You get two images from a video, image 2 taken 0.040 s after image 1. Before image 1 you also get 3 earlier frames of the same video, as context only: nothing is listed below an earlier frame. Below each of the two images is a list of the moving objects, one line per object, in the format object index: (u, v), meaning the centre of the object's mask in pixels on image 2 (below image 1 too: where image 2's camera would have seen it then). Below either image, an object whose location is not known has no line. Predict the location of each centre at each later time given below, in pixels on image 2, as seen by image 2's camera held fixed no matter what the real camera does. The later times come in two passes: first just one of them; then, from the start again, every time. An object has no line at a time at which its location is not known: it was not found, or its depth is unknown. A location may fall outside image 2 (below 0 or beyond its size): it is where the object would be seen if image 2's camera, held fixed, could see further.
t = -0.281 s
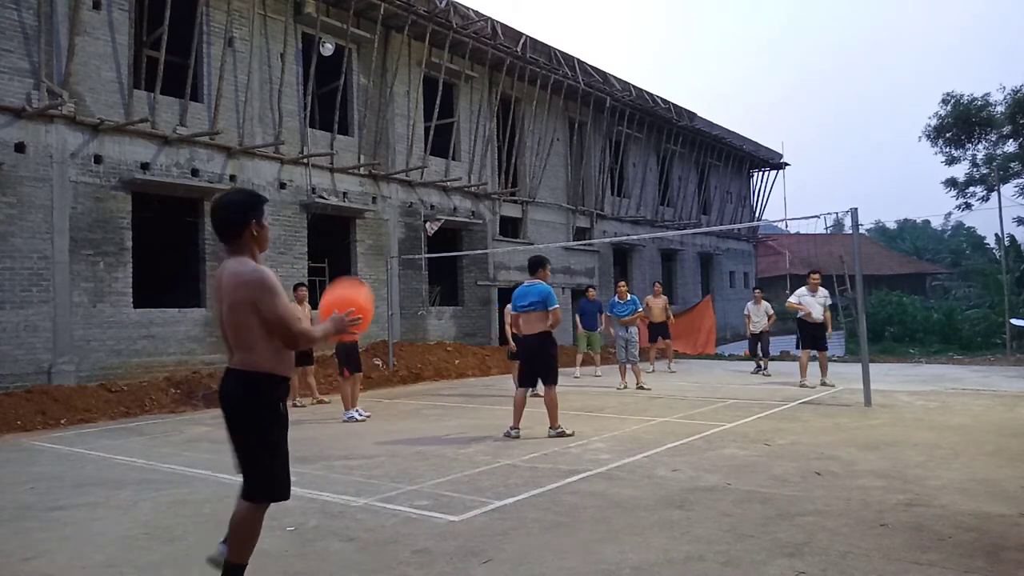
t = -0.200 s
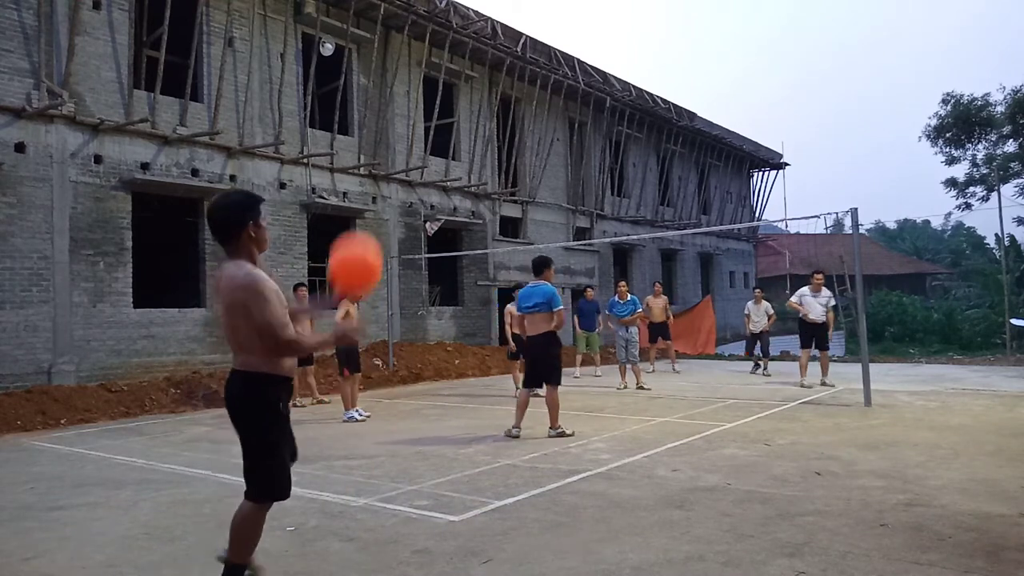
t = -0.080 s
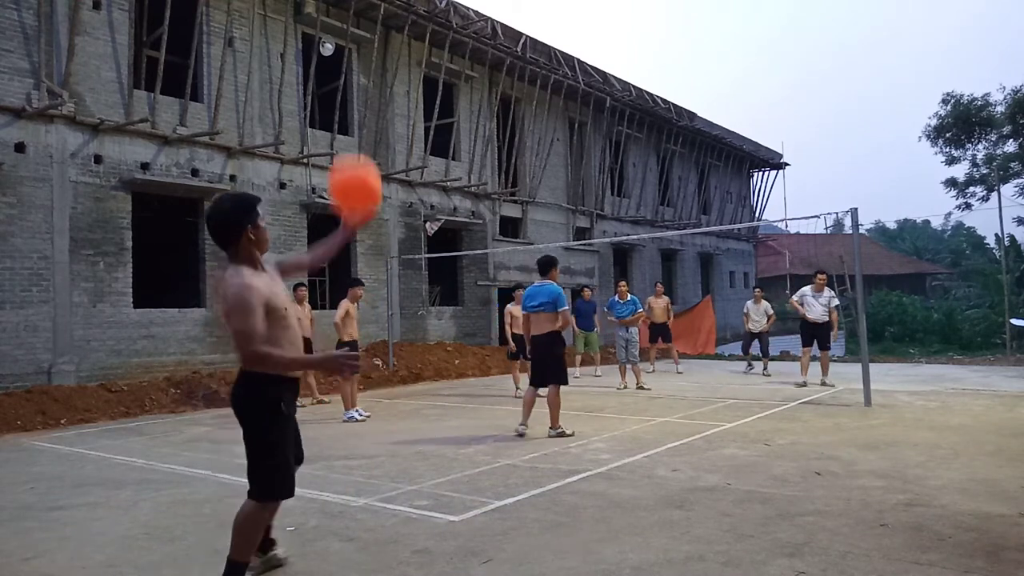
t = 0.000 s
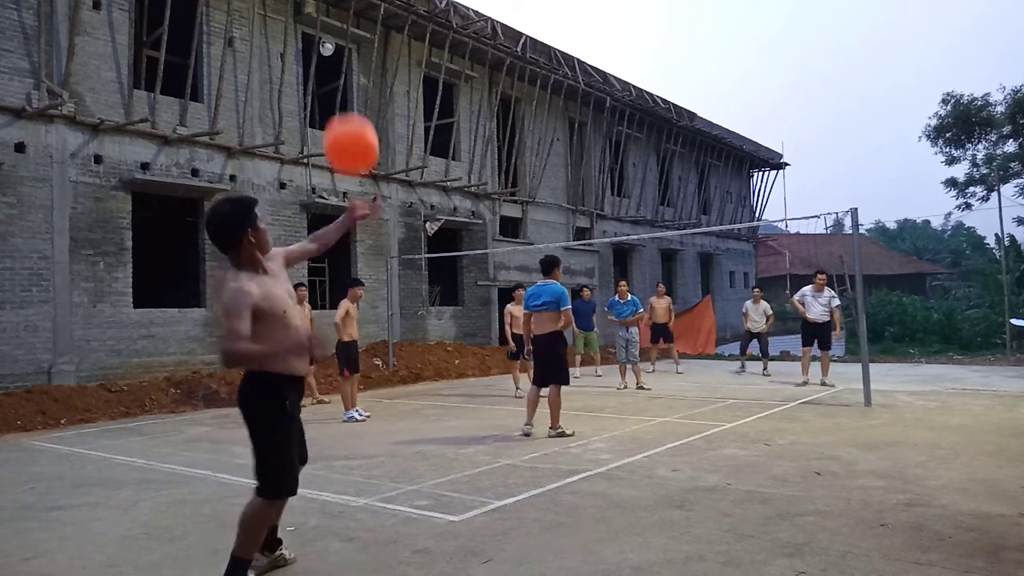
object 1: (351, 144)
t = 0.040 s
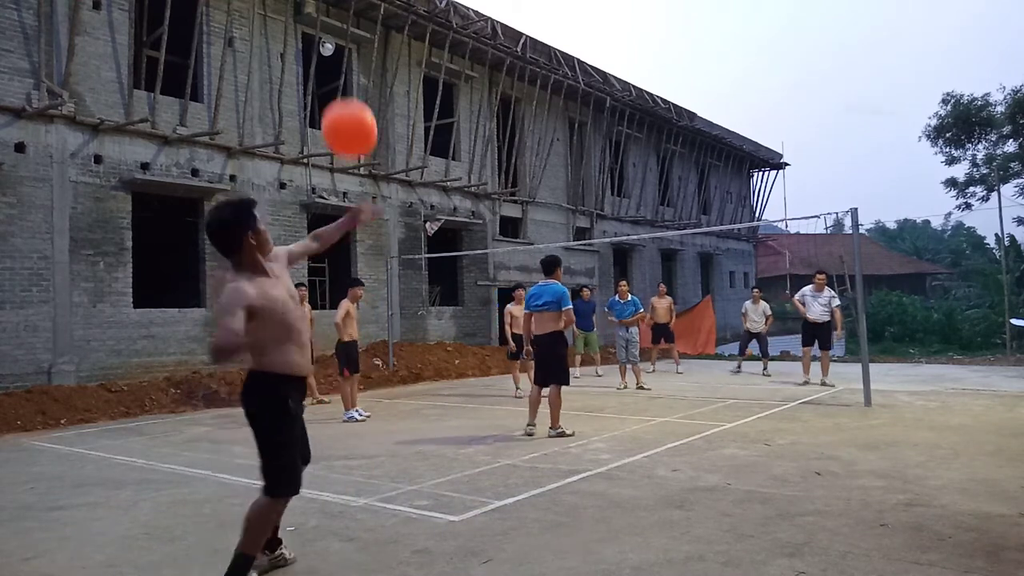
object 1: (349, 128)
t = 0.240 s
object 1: (342, 98)
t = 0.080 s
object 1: (348, 115)
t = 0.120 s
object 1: (346, 106)
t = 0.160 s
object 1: (344, 101)
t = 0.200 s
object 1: (343, 98)
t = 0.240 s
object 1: (342, 98)
